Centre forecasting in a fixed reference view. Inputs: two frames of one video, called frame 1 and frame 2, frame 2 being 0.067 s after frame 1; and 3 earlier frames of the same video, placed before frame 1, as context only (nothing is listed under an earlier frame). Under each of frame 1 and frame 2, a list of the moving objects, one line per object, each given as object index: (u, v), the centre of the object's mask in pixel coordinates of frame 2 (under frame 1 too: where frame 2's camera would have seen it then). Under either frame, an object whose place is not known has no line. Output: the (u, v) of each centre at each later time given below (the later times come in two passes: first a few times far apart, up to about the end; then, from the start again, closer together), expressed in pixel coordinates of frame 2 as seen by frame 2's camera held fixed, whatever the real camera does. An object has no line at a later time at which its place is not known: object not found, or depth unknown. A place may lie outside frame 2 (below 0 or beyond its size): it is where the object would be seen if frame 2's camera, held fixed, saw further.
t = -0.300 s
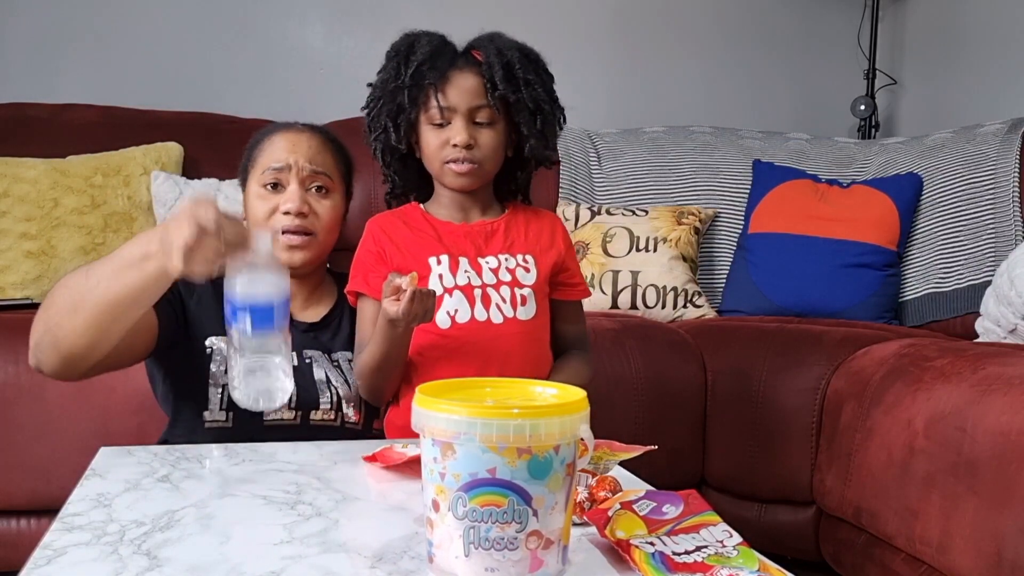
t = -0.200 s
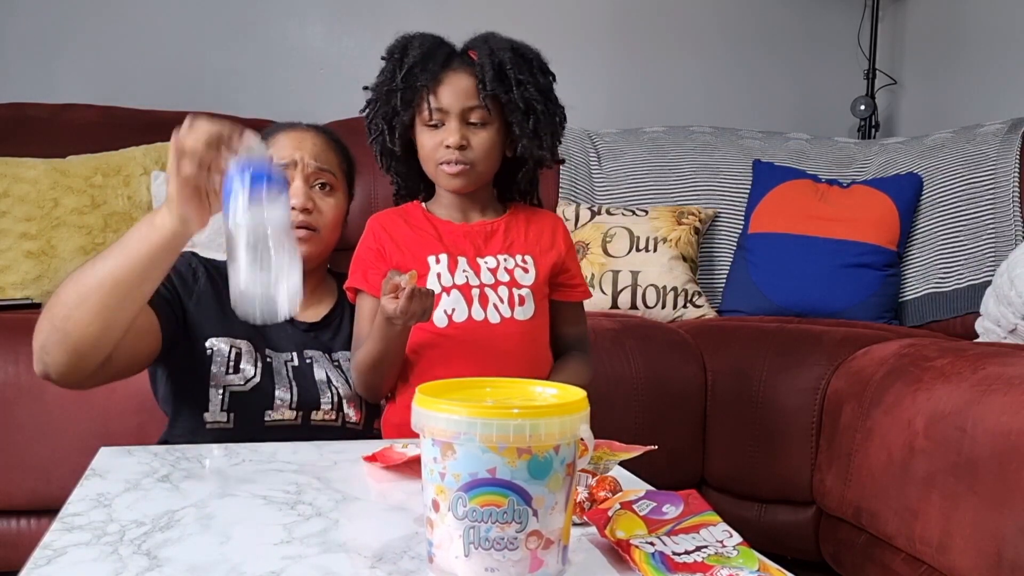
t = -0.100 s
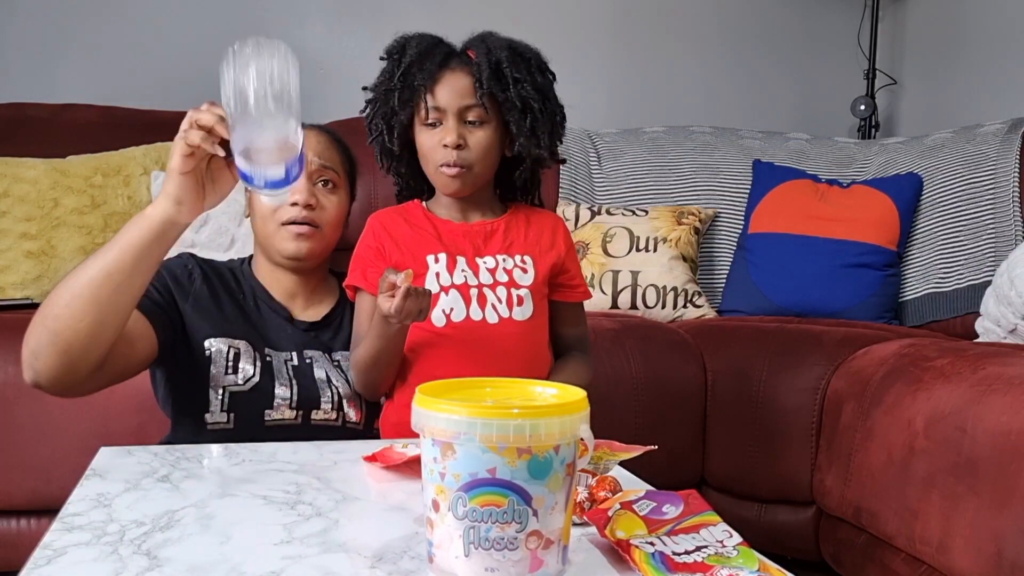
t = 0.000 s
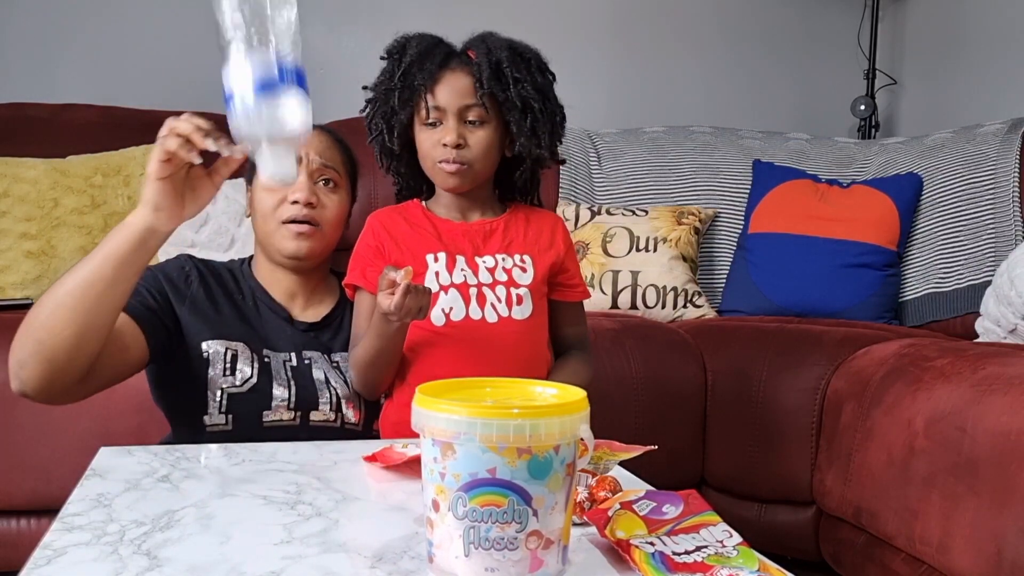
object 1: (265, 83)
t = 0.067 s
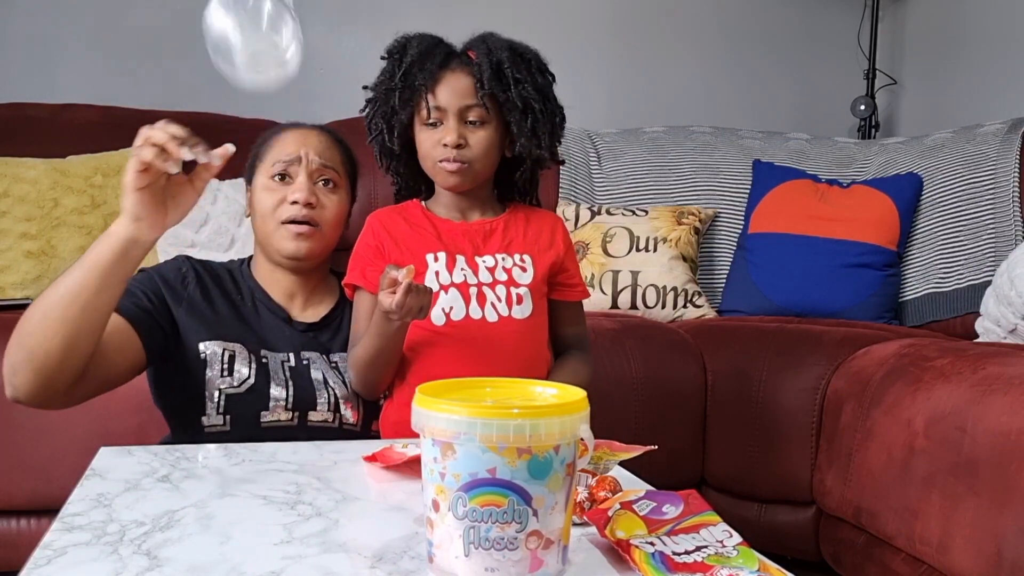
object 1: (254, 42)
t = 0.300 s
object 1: (229, 449)
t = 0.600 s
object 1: (287, 462)
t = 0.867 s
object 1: (359, 539)
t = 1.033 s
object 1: (364, 538)
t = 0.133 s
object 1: (242, 72)
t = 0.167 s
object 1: (236, 102)
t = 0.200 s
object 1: (230, 162)
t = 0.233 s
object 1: (229, 257)
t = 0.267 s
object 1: (225, 376)
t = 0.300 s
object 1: (229, 449)
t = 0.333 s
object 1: (242, 452)
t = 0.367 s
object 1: (243, 455)
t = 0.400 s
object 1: (245, 456)
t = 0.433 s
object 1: (250, 456)
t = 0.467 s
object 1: (257, 458)
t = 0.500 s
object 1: (262, 459)
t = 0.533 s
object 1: (268, 460)
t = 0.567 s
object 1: (276, 460)
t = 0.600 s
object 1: (287, 462)
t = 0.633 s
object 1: (298, 467)
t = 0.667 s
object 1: (310, 475)
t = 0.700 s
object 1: (324, 485)
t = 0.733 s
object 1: (328, 504)
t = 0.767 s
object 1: (361, 524)
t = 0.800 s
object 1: (360, 540)
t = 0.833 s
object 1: (363, 538)
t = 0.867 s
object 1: (359, 539)
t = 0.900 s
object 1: (359, 539)
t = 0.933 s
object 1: (361, 539)
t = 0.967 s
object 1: (363, 538)
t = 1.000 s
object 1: (364, 538)
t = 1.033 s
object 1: (364, 538)
